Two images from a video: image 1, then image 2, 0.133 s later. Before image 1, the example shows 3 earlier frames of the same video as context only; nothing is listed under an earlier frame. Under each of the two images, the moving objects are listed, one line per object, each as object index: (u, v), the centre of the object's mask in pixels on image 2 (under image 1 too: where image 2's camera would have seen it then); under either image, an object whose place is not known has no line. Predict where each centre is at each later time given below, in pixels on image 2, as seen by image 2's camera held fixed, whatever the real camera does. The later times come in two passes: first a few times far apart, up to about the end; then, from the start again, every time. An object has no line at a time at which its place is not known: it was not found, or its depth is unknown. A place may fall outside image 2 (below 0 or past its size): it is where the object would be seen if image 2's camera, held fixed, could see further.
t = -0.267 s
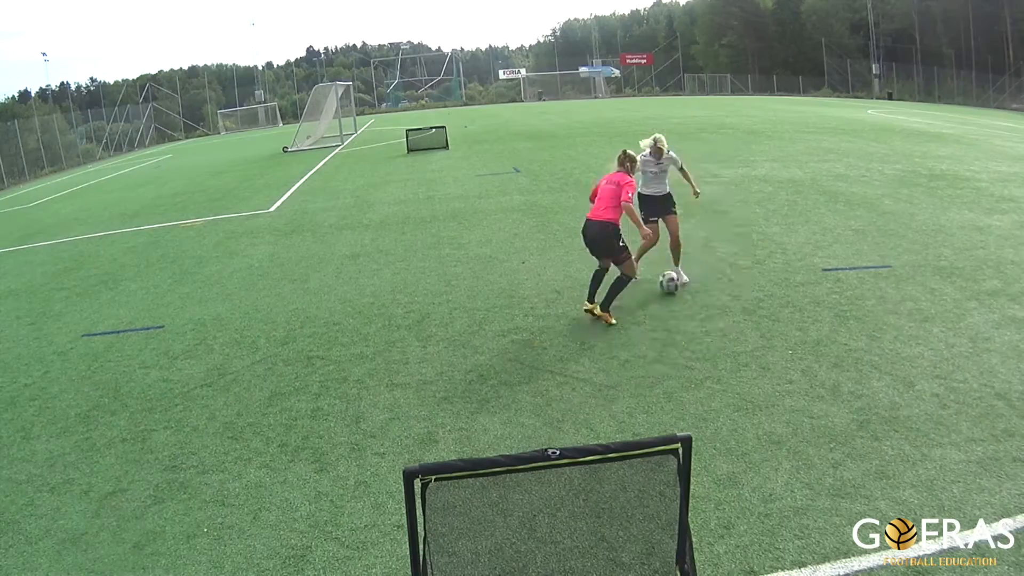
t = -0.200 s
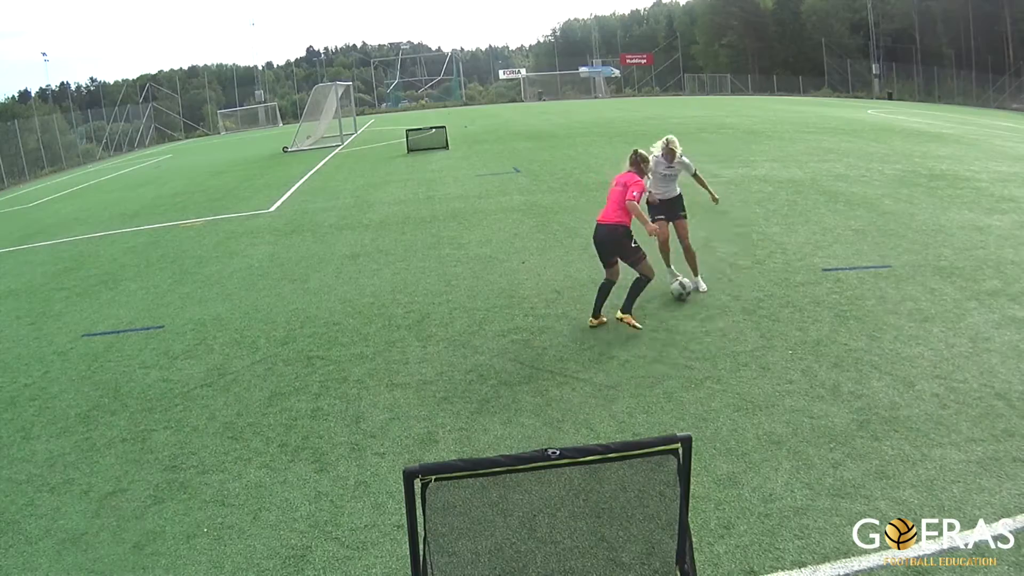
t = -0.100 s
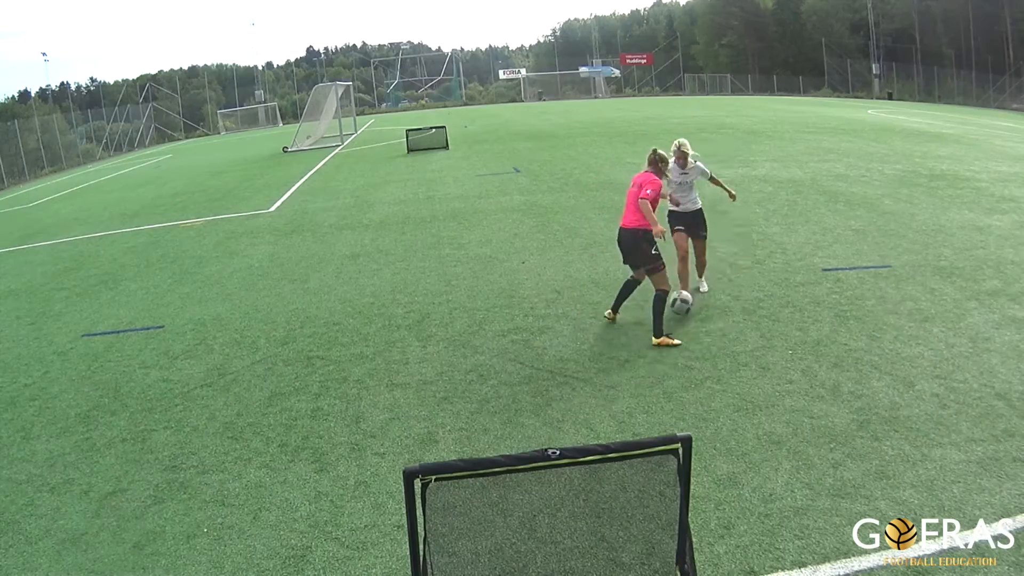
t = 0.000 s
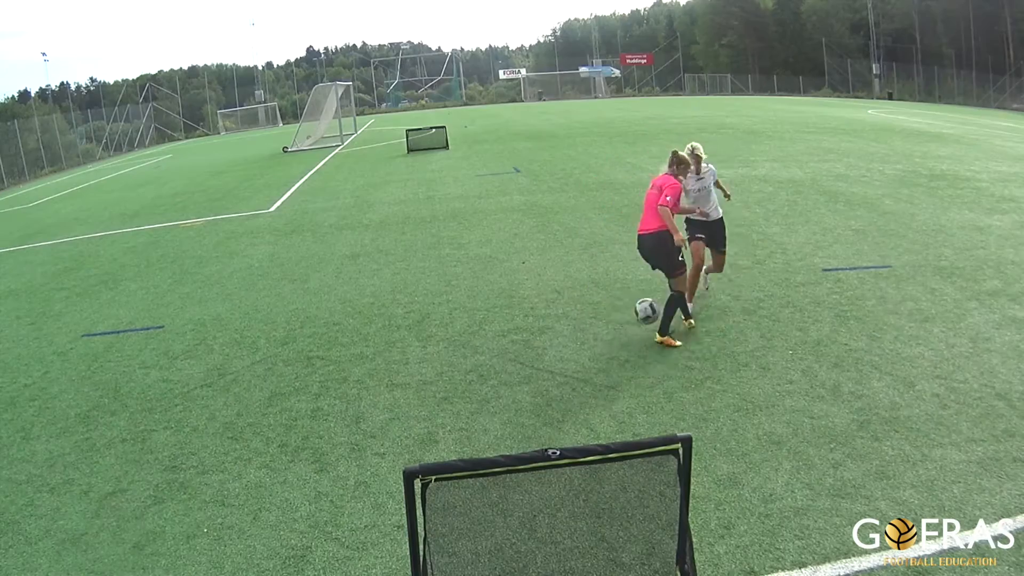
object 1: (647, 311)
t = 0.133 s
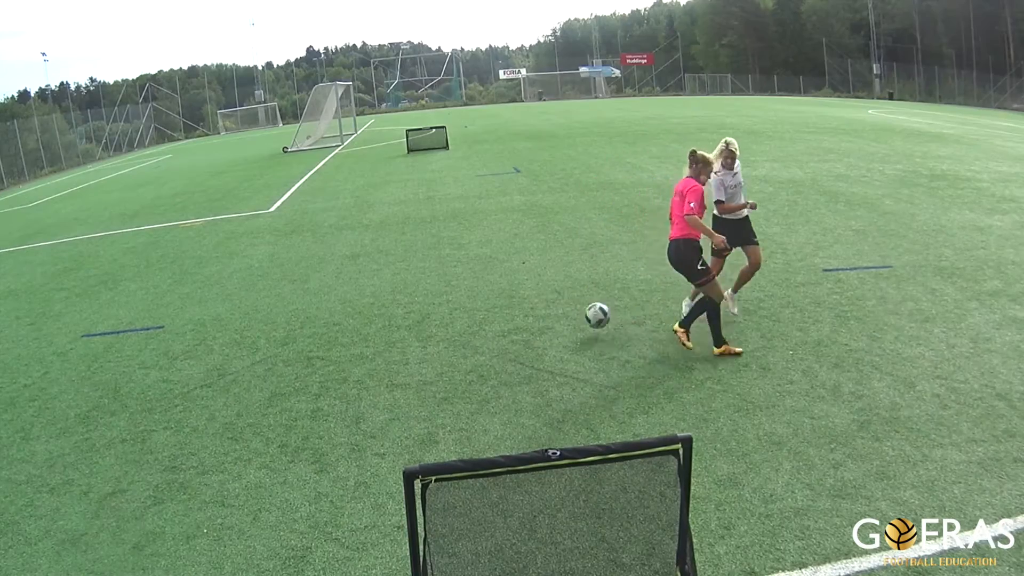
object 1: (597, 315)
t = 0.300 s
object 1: (557, 312)
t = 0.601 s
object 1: (520, 311)
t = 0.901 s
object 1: (494, 305)
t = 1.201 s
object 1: (473, 300)
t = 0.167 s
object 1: (586, 319)
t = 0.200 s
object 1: (577, 320)
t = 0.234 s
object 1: (569, 316)
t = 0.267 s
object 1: (563, 314)
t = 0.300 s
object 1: (557, 312)
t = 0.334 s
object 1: (550, 311)
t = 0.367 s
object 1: (545, 312)
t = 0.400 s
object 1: (539, 314)
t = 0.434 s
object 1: (534, 315)
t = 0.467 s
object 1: (531, 312)
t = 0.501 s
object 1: (528, 310)
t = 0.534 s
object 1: (526, 310)
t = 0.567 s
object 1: (523, 311)
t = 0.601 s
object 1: (520, 311)
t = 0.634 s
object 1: (517, 309)
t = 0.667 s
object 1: (514, 309)
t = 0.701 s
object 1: (511, 309)
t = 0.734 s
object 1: (508, 308)
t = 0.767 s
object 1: (505, 307)
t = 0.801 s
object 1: (503, 307)
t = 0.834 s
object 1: (500, 306)
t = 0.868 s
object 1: (497, 306)
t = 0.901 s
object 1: (494, 305)
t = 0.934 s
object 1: (491, 304)
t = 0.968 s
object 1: (490, 304)
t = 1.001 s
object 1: (487, 303)
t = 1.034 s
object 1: (484, 302)
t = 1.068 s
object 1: (482, 303)
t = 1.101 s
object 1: (479, 302)
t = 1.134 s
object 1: (477, 301)
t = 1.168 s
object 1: (475, 300)
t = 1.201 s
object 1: (473, 300)
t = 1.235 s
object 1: (471, 299)
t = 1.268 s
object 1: (469, 299)
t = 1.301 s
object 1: (466, 299)
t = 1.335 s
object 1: (464, 298)
